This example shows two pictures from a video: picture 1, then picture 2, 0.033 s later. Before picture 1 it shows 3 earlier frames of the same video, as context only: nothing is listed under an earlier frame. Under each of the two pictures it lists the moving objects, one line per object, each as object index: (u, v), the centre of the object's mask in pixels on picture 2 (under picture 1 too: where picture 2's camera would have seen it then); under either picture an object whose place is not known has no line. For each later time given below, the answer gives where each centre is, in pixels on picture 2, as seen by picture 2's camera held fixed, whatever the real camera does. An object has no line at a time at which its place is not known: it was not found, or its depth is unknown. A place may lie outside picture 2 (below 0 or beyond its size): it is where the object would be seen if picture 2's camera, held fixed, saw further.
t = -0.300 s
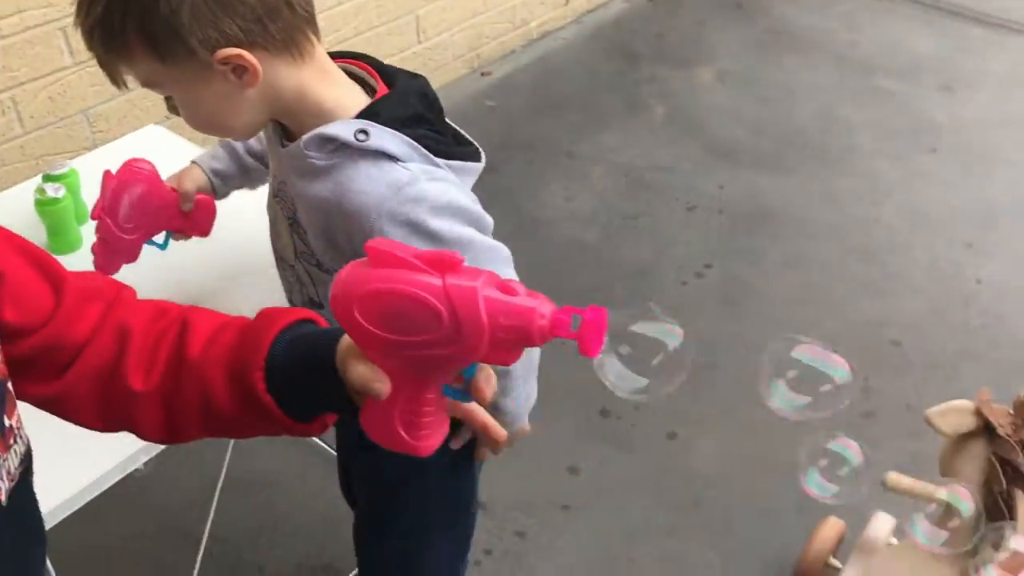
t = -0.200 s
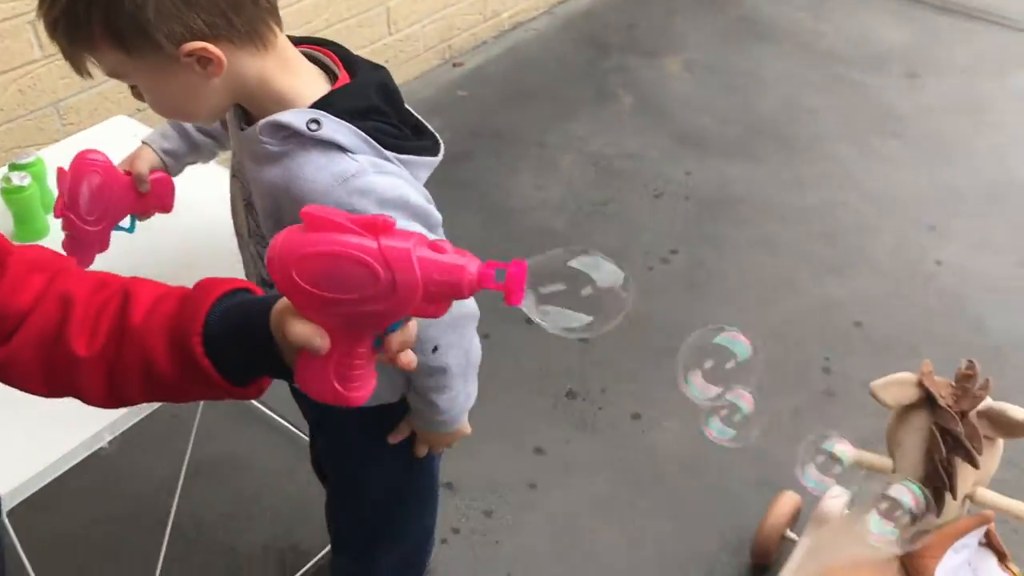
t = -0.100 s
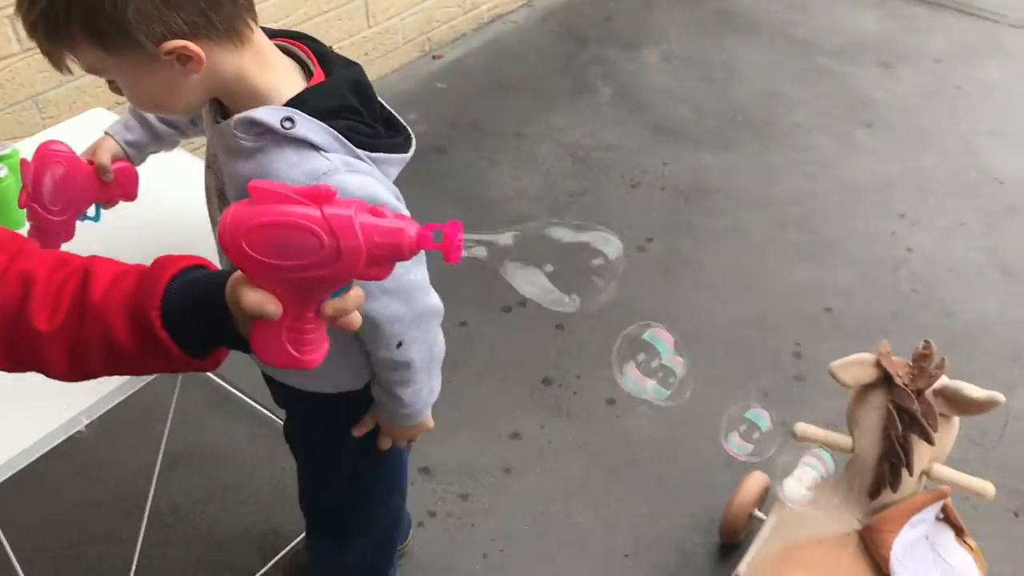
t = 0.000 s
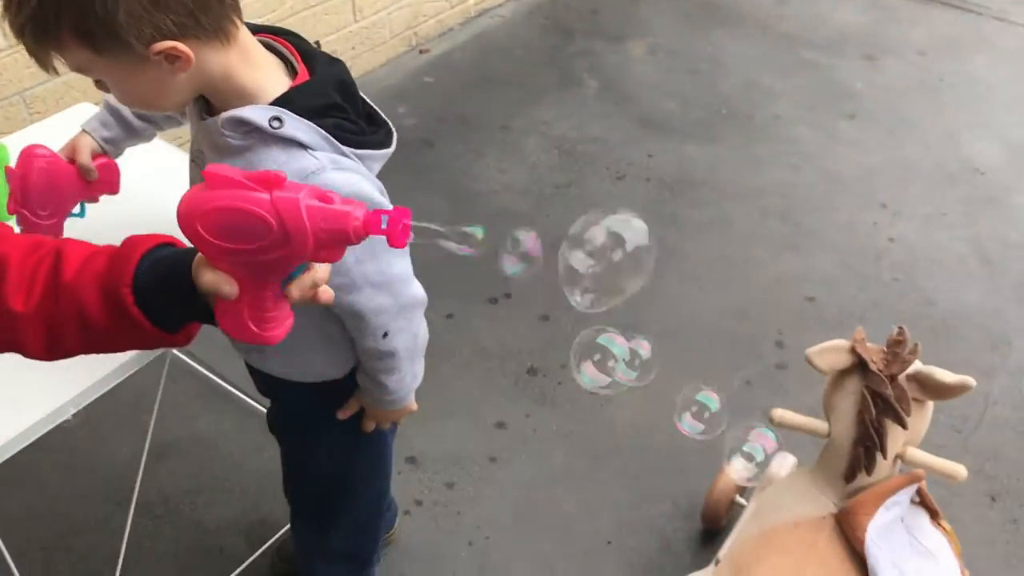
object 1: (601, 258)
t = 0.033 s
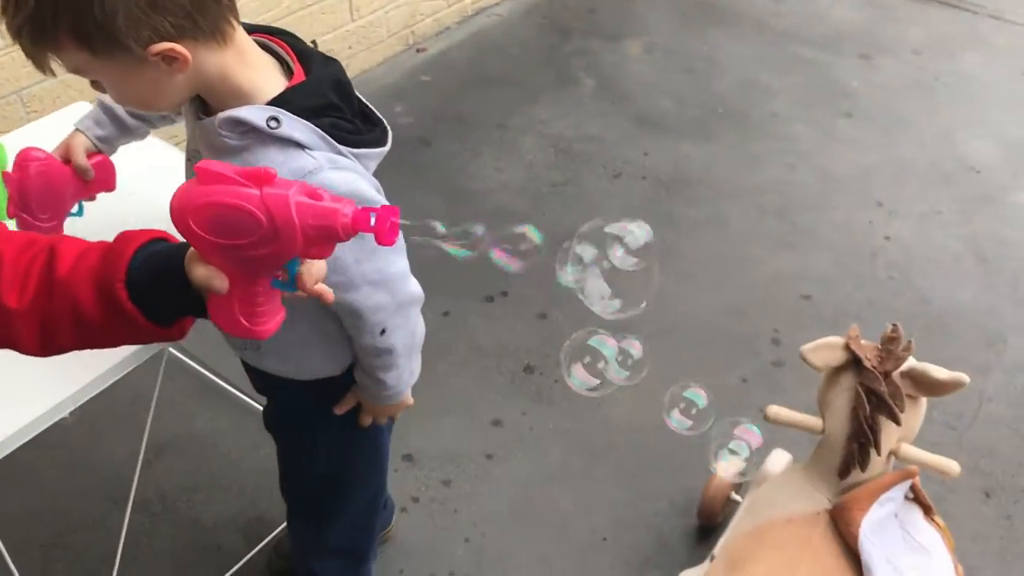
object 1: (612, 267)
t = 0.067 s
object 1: (628, 275)
